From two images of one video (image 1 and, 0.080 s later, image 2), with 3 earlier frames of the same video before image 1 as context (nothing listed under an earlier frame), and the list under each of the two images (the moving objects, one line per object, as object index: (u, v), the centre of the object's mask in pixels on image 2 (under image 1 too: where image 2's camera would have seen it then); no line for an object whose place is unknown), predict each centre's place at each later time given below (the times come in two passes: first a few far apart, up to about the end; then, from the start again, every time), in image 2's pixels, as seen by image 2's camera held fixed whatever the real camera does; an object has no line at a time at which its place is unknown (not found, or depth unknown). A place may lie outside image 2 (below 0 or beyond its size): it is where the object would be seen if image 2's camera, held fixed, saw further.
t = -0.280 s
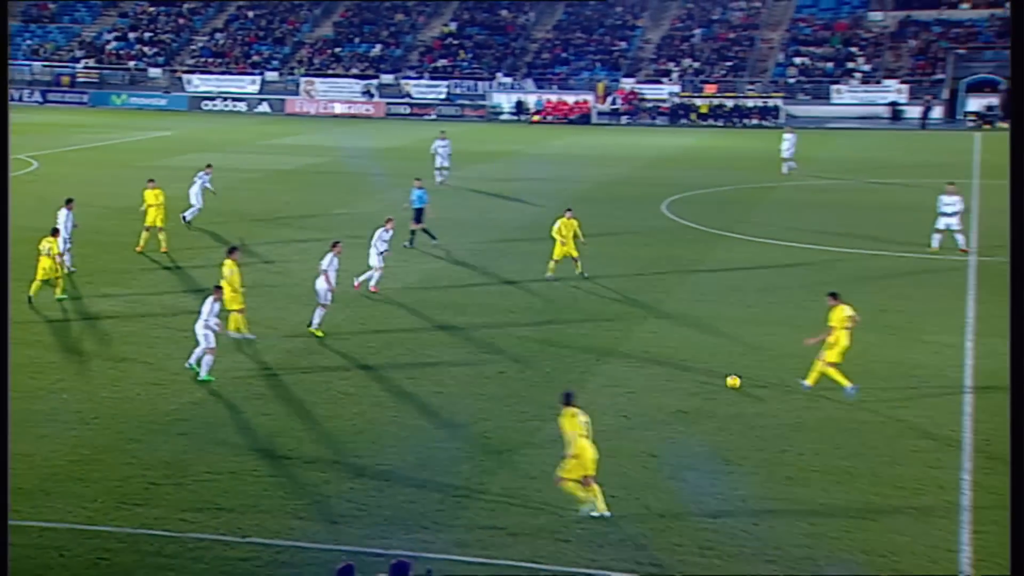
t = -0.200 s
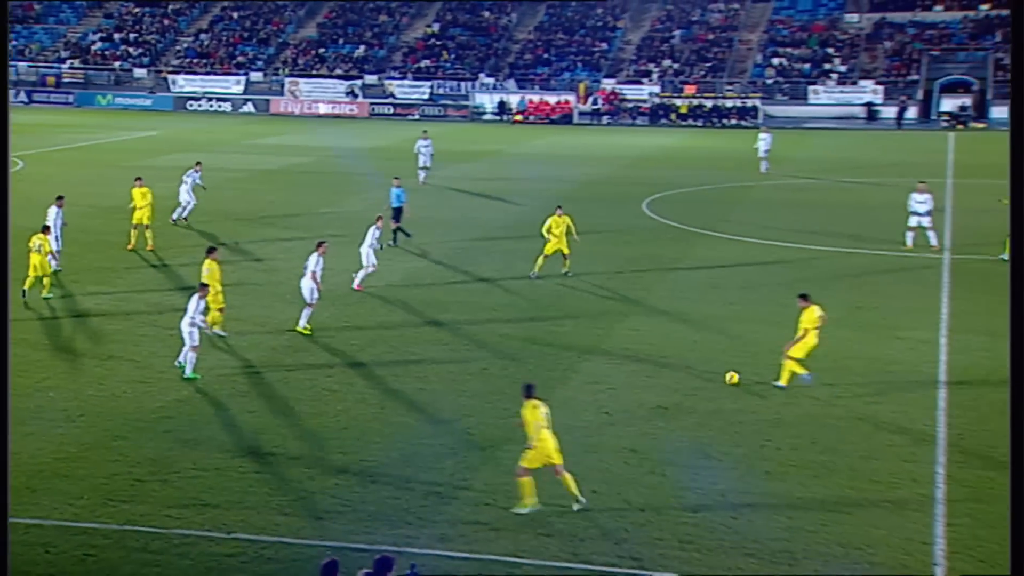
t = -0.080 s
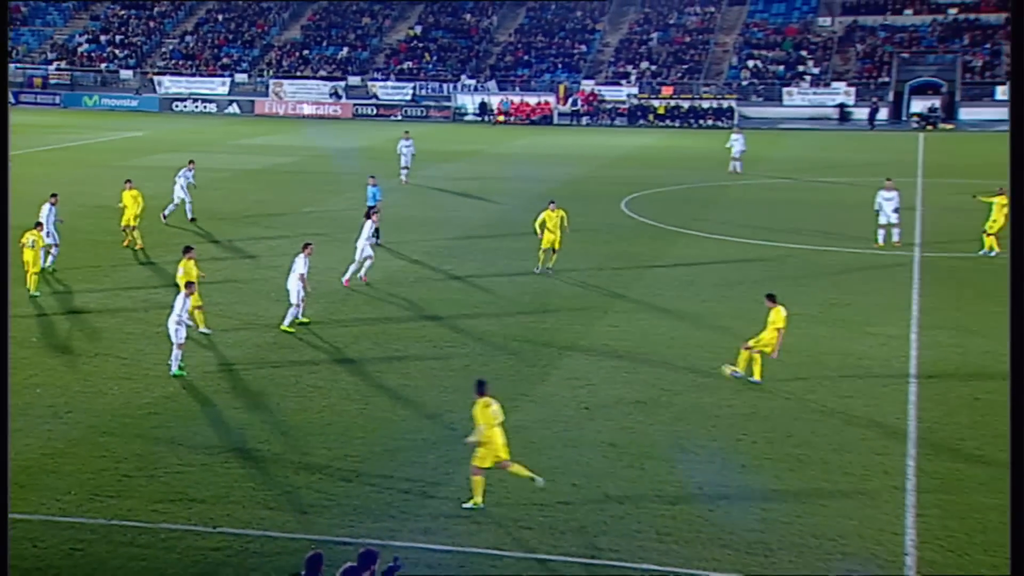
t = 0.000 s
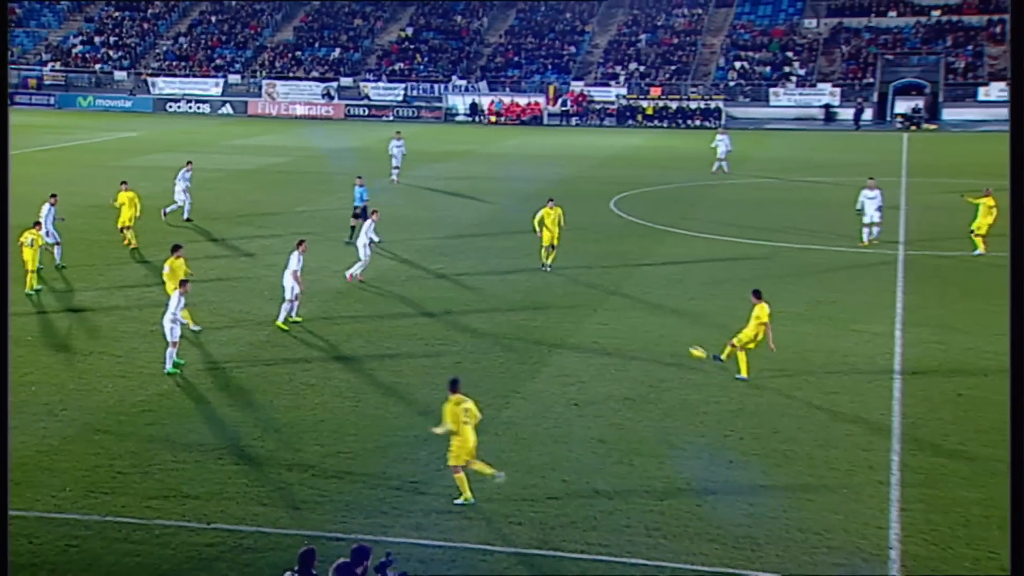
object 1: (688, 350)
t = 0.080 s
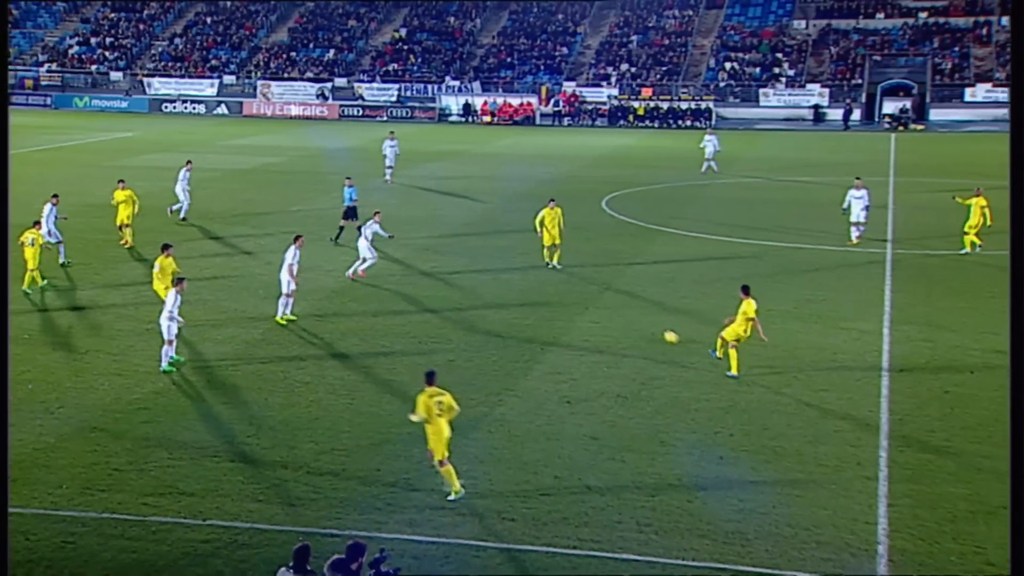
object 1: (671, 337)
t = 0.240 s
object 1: (643, 315)
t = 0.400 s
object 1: (623, 297)
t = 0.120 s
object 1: (663, 331)
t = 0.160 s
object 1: (656, 325)
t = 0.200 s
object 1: (649, 320)
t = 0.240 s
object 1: (643, 315)
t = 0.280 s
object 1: (638, 310)
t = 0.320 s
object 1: (633, 306)
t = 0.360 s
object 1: (628, 301)
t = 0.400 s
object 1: (623, 297)
